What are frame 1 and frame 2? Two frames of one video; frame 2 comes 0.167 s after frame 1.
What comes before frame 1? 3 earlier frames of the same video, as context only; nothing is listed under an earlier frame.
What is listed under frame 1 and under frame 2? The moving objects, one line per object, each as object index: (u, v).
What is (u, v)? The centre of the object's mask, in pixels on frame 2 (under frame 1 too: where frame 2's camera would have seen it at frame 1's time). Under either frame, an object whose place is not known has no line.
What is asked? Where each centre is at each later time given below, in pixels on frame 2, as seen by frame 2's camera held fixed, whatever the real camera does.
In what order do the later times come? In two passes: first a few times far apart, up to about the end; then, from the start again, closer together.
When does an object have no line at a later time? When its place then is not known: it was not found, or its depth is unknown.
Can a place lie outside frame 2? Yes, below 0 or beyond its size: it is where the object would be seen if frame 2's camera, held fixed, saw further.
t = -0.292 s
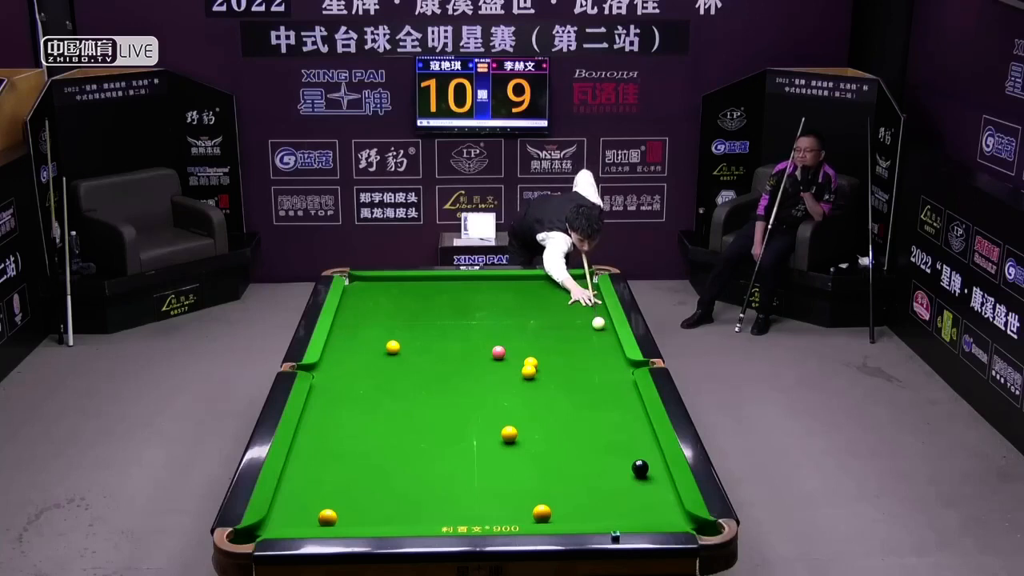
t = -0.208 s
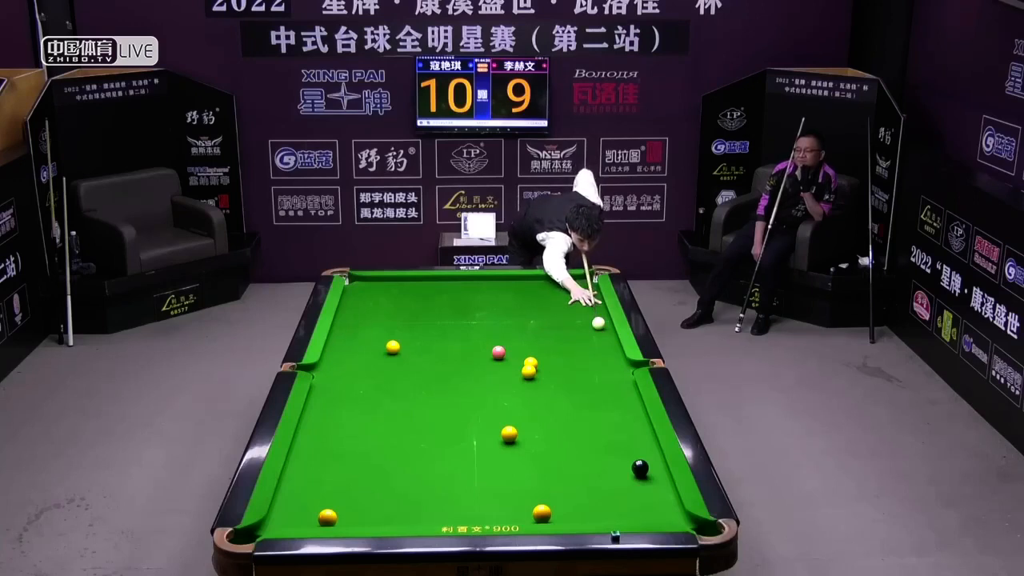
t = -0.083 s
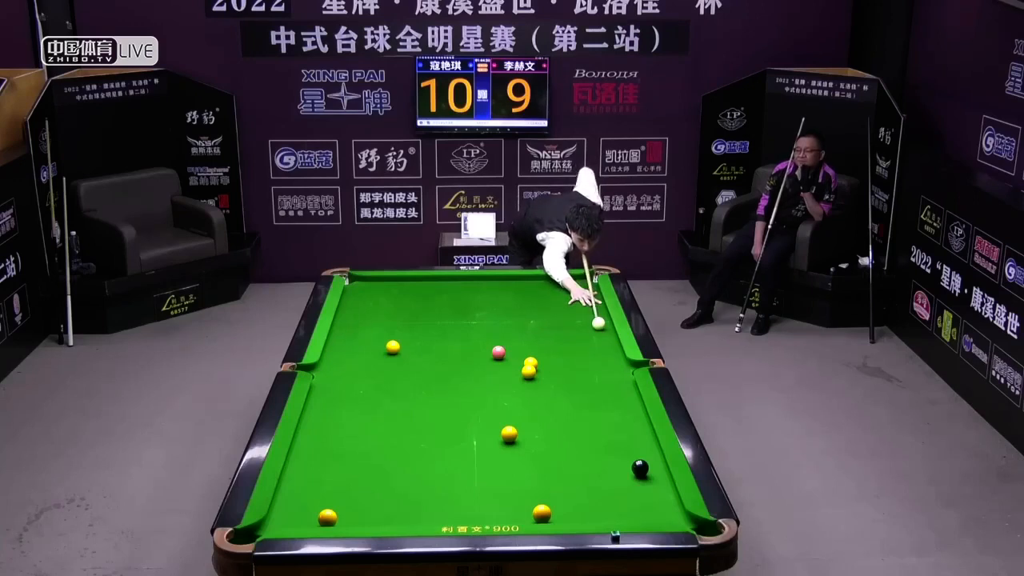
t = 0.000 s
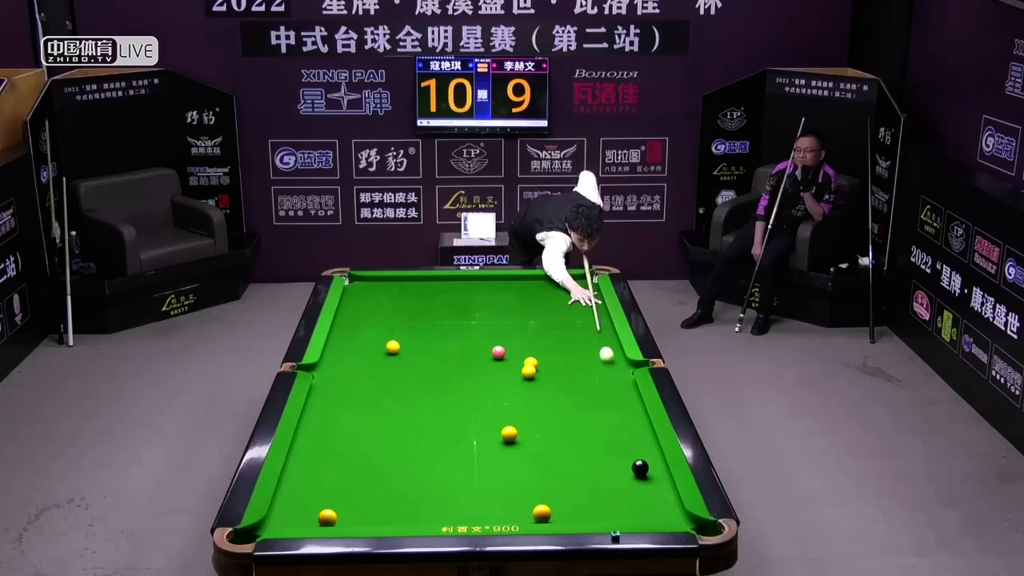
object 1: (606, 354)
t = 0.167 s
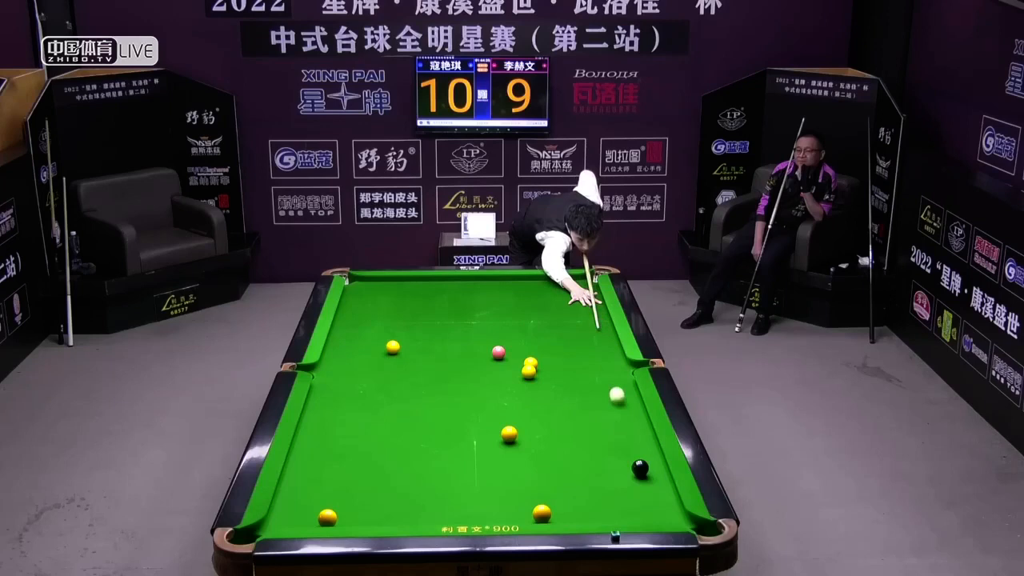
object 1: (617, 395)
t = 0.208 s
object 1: (621, 414)
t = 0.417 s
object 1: (626, 462)
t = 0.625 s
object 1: (604, 468)
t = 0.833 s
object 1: (582, 473)
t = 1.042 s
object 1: (558, 480)
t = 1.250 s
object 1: (537, 485)
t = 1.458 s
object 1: (518, 490)
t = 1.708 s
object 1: (496, 496)
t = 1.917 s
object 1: (477, 501)
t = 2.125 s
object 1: (458, 506)
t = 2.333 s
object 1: (442, 510)
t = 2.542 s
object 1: (426, 514)
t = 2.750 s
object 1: (411, 517)
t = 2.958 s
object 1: (398, 518)
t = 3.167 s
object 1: (383, 520)
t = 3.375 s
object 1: (374, 520)
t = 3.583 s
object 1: (366, 519)
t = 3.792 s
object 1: (359, 519)
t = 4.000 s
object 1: (352, 518)
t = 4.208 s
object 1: (347, 518)
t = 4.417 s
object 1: (346, 518)
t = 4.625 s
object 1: (346, 518)
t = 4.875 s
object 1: (346, 519)
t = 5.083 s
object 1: (346, 518)
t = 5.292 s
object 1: (346, 518)
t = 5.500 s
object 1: (346, 519)
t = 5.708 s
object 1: (345, 518)
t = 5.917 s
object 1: (346, 519)
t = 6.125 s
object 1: (345, 518)
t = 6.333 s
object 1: (345, 519)
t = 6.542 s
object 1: (346, 519)
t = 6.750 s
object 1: (345, 519)
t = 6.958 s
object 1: (345, 518)
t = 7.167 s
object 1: (345, 519)
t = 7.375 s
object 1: (345, 518)
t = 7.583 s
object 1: (346, 519)
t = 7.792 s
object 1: (345, 519)
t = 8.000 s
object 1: (345, 519)
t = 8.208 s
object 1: (345, 519)
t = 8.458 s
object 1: (346, 518)
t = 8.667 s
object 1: (345, 519)
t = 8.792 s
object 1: (346, 519)
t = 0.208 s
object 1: (621, 414)
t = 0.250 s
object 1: (625, 426)
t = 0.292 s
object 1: (628, 439)
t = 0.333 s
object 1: (630, 445)
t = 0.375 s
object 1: (632, 458)
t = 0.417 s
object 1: (626, 462)
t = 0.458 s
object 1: (621, 463)
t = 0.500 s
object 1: (617, 464)
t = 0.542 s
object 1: (615, 465)
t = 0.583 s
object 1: (610, 466)
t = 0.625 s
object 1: (604, 468)
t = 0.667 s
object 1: (600, 469)
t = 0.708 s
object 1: (595, 470)
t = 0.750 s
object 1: (593, 470)
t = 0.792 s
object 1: (589, 472)
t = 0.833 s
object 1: (582, 473)
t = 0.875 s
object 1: (578, 474)
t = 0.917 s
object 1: (574, 475)
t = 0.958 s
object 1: (572, 476)
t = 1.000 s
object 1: (562, 479)
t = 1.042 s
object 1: (558, 480)
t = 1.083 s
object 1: (553, 481)
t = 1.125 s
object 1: (551, 481)
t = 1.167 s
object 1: (547, 482)
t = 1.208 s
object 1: (541, 484)
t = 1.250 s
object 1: (537, 485)
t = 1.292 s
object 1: (533, 486)
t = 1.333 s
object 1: (531, 486)
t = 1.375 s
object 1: (528, 488)
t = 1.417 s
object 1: (522, 489)
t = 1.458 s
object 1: (518, 490)
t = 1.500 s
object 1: (514, 491)
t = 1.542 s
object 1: (512, 491)
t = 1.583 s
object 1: (508, 493)
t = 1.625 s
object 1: (503, 494)
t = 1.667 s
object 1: (499, 495)
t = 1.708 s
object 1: (496, 496)
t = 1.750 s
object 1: (494, 497)
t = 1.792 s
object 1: (490, 497)
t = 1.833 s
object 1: (484, 499)
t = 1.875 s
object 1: (481, 500)
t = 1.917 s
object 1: (477, 501)
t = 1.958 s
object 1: (475, 501)
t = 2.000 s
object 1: (467, 504)
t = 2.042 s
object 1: (463, 505)
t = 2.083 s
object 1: (460, 505)
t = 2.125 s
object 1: (458, 506)
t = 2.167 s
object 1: (455, 507)
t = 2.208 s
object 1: (450, 508)
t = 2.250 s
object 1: (447, 509)
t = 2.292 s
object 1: (443, 510)
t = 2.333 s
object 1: (442, 510)
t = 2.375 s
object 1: (439, 511)
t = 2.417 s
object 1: (434, 512)
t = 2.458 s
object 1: (431, 513)
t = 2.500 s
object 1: (427, 514)
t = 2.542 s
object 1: (426, 514)
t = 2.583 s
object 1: (423, 515)
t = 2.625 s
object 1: (419, 515)
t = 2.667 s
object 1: (416, 516)
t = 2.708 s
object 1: (413, 516)
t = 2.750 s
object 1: (411, 517)
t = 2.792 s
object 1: (409, 517)
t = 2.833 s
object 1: (404, 518)
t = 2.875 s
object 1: (402, 518)
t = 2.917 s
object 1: (399, 518)
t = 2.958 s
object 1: (398, 518)
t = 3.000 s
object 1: (391, 520)
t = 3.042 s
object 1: (388, 520)
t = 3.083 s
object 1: (386, 520)
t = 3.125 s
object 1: (385, 520)
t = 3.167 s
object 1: (383, 520)
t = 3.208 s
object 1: (380, 520)
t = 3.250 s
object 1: (378, 520)
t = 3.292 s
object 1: (376, 520)
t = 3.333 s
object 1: (376, 520)
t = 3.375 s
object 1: (374, 520)
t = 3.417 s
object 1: (371, 519)
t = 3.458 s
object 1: (370, 519)
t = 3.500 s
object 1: (368, 519)
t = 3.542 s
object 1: (367, 519)
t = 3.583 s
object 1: (366, 519)
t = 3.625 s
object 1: (364, 519)
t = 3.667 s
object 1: (363, 519)
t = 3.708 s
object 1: (361, 519)
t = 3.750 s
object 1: (361, 519)
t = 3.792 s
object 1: (359, 519)
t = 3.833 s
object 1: (358, 518)
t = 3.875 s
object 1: (356, 518)
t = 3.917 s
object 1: (355, 518)
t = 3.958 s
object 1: (355, 518)
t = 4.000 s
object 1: (352, 518)
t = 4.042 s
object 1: (351, 518)
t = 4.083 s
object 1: (350, 518)
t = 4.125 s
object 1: (350, 518)
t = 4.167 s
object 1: (349, 518)
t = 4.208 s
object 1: (347, 518)
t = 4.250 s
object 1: (347, 518)
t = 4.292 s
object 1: (346, 518)
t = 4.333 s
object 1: (346, 518)
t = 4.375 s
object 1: (346, 518)
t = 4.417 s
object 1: (346, 518)
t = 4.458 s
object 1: (346, 518)
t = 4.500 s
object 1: (346, 518)
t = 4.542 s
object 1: (346, 518)
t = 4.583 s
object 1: (346, 518)
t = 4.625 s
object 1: (346, 518)
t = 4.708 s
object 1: (345, 518)
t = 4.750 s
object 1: (346, 518)
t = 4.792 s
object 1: (346, 518)
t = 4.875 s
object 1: (346, 519)
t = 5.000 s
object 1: (346, 519)
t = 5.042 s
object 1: (346, 518)
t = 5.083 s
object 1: (346, 518)
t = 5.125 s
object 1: (346, 519)
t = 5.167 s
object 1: (346, 519)
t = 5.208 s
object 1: (346, 518)
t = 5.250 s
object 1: (345, 518)
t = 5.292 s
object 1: (346, 518)
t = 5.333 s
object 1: (345, 519)
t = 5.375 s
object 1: (346, 519)
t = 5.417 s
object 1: (346, 518)
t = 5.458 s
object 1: (345, 519)
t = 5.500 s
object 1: (346, 519)
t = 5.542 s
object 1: (345, 518)
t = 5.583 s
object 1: (345, 518)
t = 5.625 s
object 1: (346, 518)
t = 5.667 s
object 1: (345, 518)
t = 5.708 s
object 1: (345, 518)
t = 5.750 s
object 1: (346, 519)
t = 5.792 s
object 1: (345, 519)
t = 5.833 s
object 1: (346, 519)
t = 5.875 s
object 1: (345, 518)
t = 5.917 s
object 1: (346, 519)
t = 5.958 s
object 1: (345, 518)
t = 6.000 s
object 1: (346, 519)
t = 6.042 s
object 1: (345, 519)
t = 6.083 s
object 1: (345, 519)
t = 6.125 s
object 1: (345, 518)
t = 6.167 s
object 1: (345, 518)
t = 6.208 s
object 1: (345, 518)
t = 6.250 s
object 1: (345, 518)
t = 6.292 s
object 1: (345, 519)
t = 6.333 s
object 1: (345, 519)
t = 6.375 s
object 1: (345, 519)
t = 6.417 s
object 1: (346, 519)
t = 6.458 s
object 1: (345, 518)
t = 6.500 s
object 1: (345, 519)
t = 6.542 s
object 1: (346, 519)
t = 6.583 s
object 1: (345, 519)
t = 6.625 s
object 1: (346, 519)
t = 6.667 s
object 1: (345, 518)
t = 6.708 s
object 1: (346, 519)
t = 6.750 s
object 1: (345, 519)
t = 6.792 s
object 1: (345, 518)
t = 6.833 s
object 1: (346, 519)
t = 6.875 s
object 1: (345, 518)
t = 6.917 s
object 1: (345, 519)
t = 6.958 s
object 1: (345, 518)
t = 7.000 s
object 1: (345, 519)
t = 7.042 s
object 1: (346, 519)
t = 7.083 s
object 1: (345, 518)
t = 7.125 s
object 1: (346, 519)
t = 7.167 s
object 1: (345, 519)
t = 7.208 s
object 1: (345, 518)
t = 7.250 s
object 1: (345, 518)
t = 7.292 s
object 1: (346, 519)
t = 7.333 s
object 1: (345, 519)
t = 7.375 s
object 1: (345, 518)
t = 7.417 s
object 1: (345, 519)
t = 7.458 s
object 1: (346, 519)
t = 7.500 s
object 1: (346, 519)
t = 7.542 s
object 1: (345, 519)
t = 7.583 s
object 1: (346, 519)
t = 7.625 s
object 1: (346, 519)
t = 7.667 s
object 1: (345, 519)
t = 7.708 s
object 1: (346, 519)
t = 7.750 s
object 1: (346, 518)
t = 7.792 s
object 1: (345, 519)
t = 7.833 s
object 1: (346, 518)
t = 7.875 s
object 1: (345, 518)
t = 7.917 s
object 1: (346, 519)
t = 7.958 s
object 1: (345, 519)
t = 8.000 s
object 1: (345, 519)
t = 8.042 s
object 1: (345, 518)
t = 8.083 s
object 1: (345, 519)
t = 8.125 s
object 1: (346, 519)
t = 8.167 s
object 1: (346, 519)
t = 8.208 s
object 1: (345, 519)
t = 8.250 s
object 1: (346, 519)
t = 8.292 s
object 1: (345, 519)
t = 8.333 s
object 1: (346, 519)
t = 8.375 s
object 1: (345, 518)
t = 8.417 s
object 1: (345, 519)
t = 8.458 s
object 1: (346, 518)
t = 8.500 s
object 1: (346, 519)
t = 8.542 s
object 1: (346, 519)
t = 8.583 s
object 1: (345, 519)
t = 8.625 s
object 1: (346, 519)
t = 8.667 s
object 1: (345, 519)
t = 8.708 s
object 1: (346, 519)
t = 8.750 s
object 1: (345, 519)
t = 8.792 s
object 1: (346, 519)
